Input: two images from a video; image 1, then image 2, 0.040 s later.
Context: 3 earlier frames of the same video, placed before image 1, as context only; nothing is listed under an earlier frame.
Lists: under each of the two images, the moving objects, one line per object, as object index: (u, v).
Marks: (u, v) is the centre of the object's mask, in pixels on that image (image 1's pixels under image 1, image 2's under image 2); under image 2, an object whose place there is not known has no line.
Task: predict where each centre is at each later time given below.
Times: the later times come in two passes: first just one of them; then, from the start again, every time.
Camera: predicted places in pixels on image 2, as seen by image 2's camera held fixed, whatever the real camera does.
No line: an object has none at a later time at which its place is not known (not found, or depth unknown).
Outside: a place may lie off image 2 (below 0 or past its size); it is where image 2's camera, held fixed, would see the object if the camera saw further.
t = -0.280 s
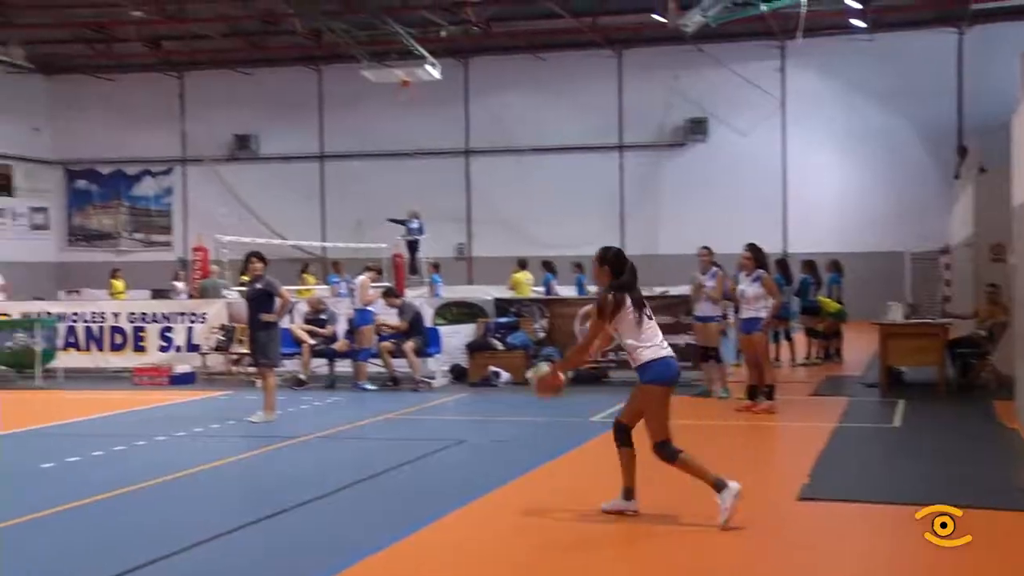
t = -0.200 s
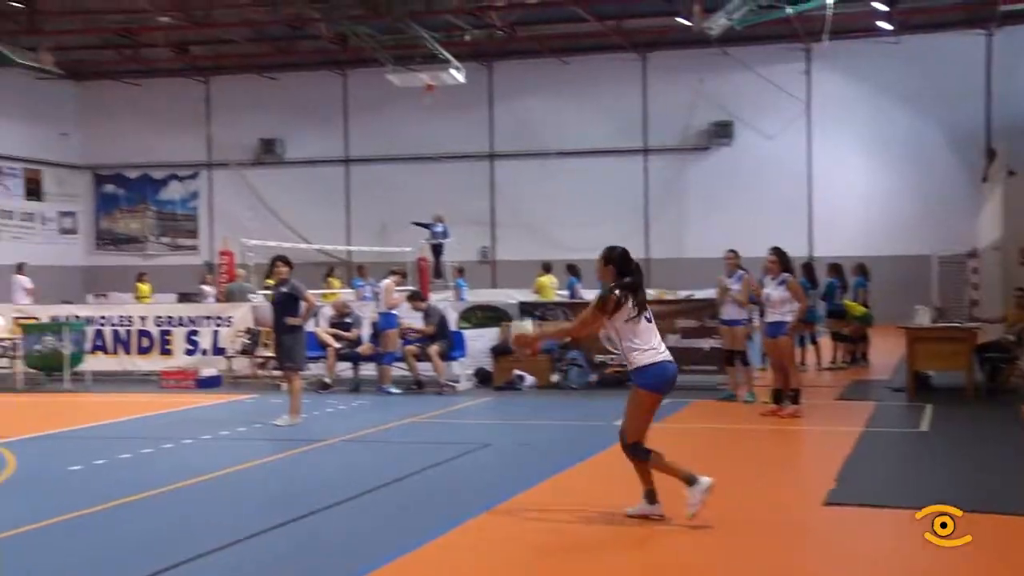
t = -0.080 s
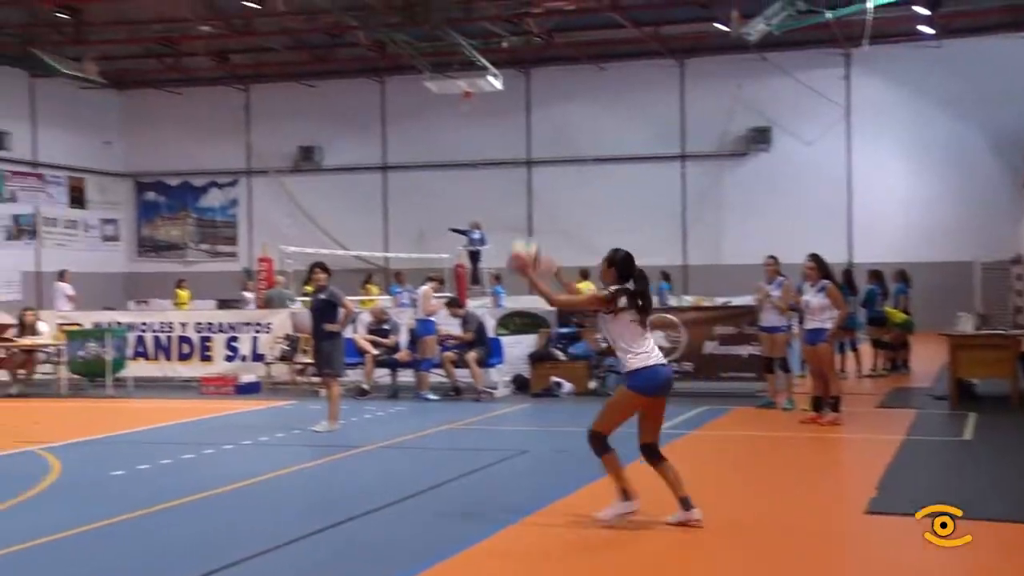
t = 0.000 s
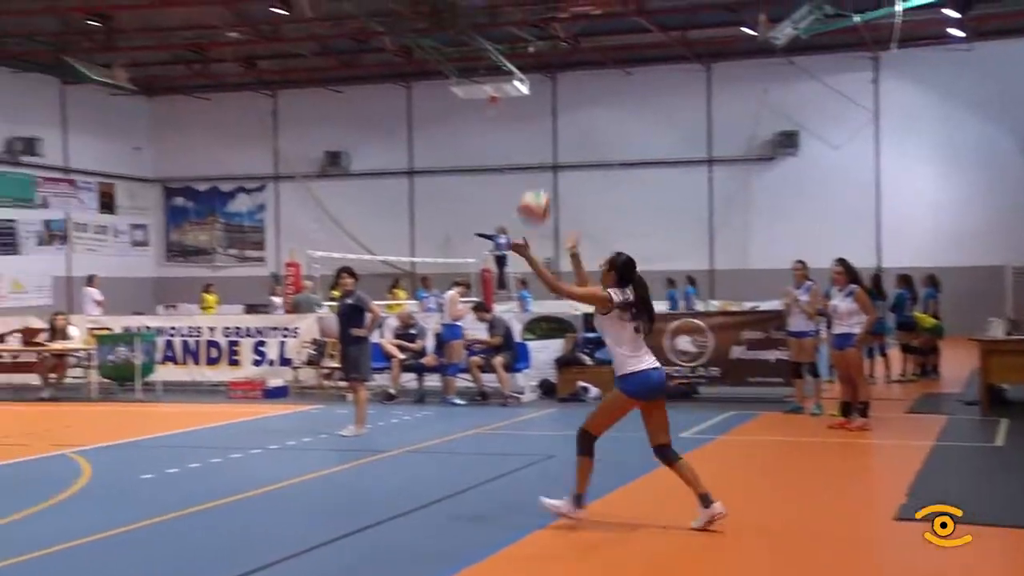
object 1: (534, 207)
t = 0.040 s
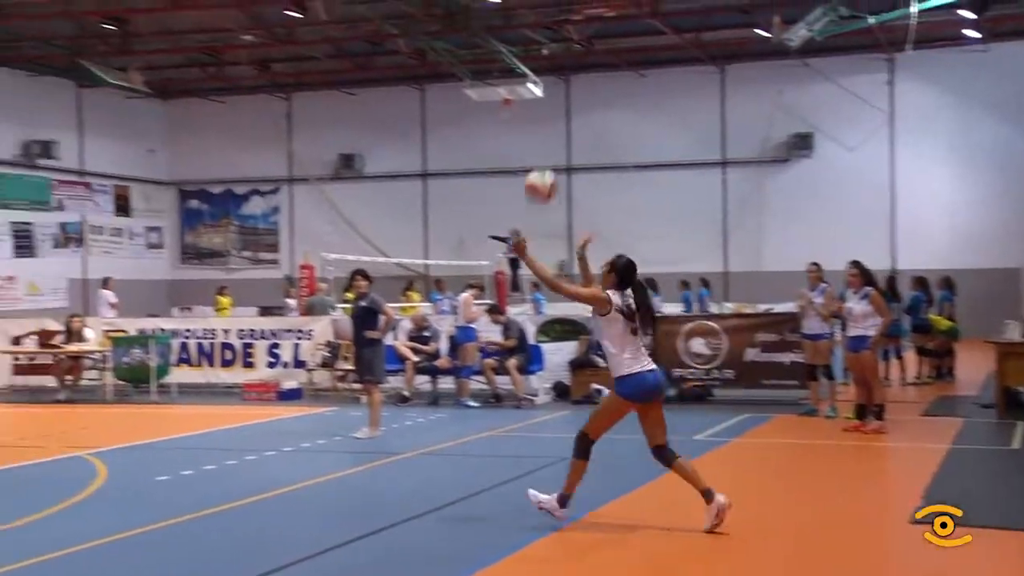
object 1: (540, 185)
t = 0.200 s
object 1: (510, 120)
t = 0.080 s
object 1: (529, 164)
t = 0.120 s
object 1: (525, 147)
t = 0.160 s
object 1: (517, 132)
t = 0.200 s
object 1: (510, 120)
